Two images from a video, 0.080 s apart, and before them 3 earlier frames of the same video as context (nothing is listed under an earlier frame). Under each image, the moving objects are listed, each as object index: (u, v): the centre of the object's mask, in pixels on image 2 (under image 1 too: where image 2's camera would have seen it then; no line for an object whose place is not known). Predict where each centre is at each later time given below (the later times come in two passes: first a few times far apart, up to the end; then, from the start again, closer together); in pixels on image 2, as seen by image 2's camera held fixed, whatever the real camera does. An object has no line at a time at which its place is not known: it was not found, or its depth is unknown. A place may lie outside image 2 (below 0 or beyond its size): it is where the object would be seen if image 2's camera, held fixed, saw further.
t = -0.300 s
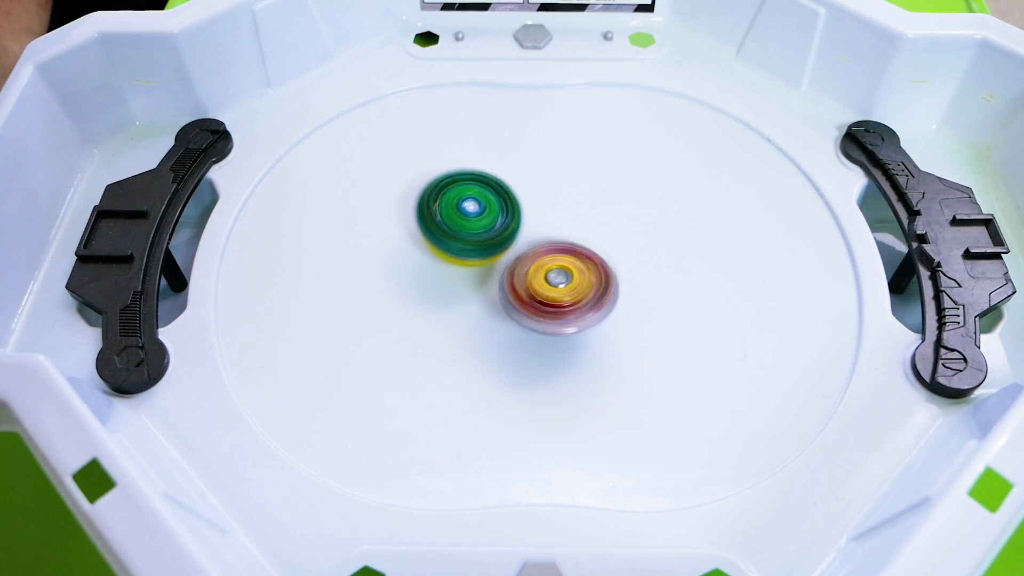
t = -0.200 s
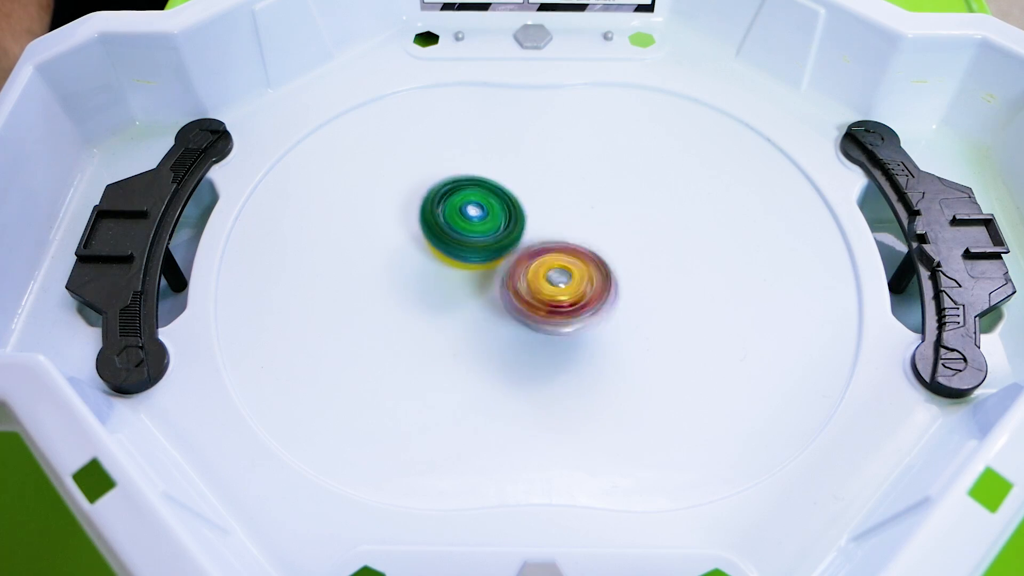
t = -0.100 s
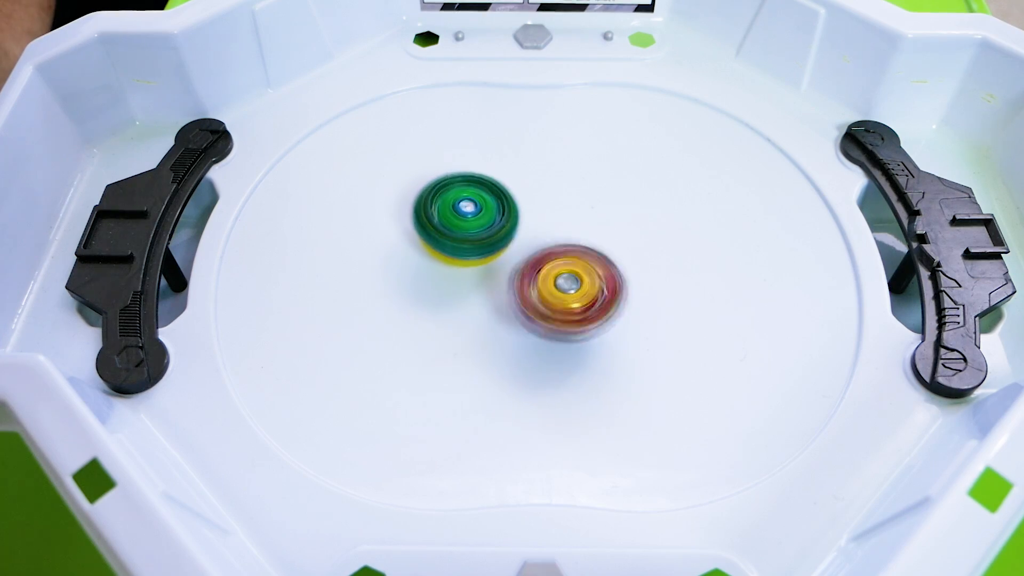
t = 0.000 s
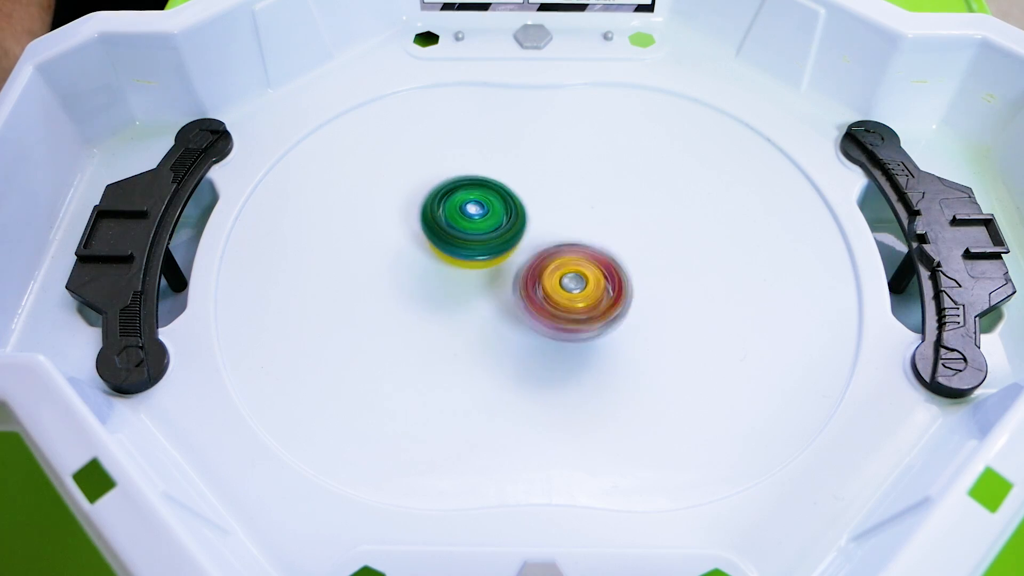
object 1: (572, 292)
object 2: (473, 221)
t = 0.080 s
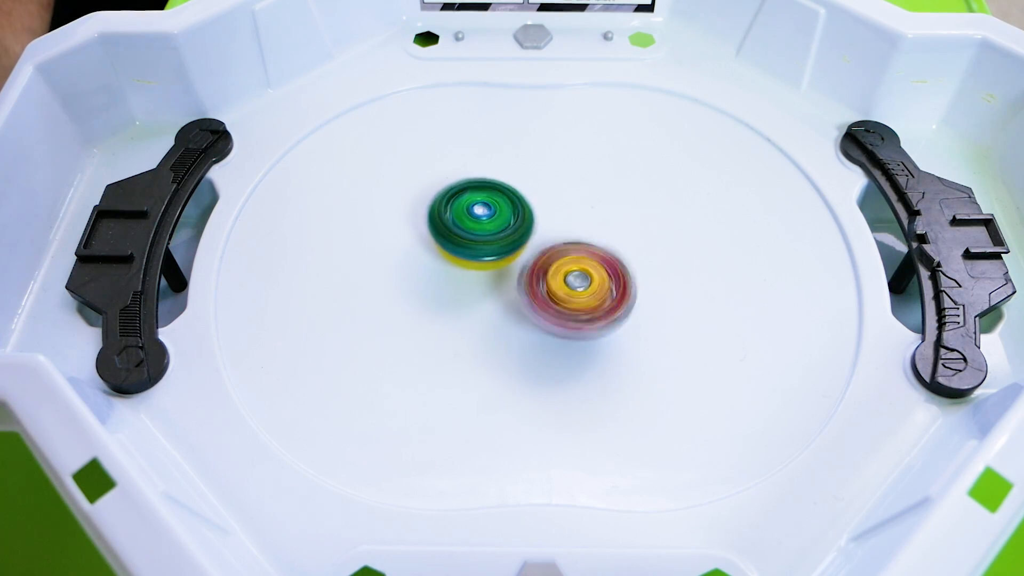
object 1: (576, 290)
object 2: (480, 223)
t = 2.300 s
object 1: (582, 253)
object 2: (447, 228)
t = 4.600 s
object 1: (505, 283)
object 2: (493, 191)
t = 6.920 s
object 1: (566, 311)
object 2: (544, 221)
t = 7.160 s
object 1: (606, 270)
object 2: (504, 222)
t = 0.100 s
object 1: (576, 288)
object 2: (482, 223)
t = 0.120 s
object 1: (578, 287)
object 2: (484, 224)
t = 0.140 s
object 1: (578, 287)
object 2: (486, 224)
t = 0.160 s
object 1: (578, 285)
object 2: (488, 225)
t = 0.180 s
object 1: (583, 286)
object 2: (487, 223)
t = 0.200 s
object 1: (590, 288)
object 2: (482, 220)
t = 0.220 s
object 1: (596, 289)
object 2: (477, 216)
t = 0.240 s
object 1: (603, 293)
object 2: (474, 214)
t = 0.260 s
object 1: (607, 292)
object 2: (473, 213)
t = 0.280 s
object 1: (612, 291)
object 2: (472, 213)
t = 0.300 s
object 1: (616, 293)
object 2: (473, 212)
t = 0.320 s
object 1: (621, 293)
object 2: (473, 212)
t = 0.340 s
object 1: (626, 293)
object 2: (476, 212)
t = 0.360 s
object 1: (629, 293)
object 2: (476, 211)
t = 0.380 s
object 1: (632, 293)
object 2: (479, 211)
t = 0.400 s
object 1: (636, 294)
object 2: (479, 210)
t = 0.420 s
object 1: (637, 294)
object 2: (482, 210)
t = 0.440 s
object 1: (639, 293)
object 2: (482, 209)
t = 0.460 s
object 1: (641, 295)
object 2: (484, 209)
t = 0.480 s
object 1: (642, 294)
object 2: (484, 208)
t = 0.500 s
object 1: (643, 294)
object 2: (485, 208)
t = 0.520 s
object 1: (643, 294)
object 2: (486, 208)
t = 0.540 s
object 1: (645, 293)
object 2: (487, 208)
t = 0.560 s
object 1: (645, 293)
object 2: (488, 207)
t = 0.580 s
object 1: (644, 292)
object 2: (489, 208)
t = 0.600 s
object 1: (644, 291)
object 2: (490, 207)
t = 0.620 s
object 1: (644, 291)
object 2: (490, 208)
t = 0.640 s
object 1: (643, 290)
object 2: (492, 208)
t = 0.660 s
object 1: (642, 288)
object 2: (492, 209)
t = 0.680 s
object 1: (641, 288)
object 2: (494, 209)
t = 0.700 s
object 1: (639, 286)
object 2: (494, 209)
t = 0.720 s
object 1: (638, 284)
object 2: (496, 210)
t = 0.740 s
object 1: (635, 282)
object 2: (496, 210)
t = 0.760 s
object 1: (634, 280)
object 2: (498, 210)
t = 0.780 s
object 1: (631, 278)
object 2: (497, 210)
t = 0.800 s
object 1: (627, 275)
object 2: (499, 211)
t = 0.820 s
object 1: (625, 272)
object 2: (499, 211)
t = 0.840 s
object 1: (623, 270)
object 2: (501, 212)
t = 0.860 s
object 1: (618, 266)
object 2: (501, 212)
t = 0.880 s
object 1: (615, 263)
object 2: (502, 213)
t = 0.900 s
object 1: (613, 260)
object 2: (503, 214)
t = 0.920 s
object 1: (608, 256)
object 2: (504, 215)
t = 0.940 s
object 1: (608, 254)
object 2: (501, 214)
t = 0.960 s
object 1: (615, 255)
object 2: (488, 210)
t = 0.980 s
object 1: (620, 254)
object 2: (476, 208)
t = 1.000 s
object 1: (624, 252)
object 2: (465, 205)
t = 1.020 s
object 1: (627, 249)
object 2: (457, 204)
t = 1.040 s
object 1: (631, 247)
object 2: (450, 203)
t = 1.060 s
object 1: (636, 248)
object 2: (445, 203)
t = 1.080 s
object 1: (638, 246)
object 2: (442, 204)
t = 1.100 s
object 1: (641, 243)
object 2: (441, 205)
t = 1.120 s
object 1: (644, 245)
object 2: (441, 206)
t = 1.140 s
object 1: (646, 244)
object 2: (442, 207)
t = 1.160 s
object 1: (648, 242)
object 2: (443, 208)
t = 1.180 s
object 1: (648, 243)
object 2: (444, 208)
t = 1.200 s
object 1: (650, 241)
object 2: (447, 209)
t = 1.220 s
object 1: (652, 242)
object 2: (448, 210)
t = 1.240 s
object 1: (650, 241)
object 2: (450, 211)
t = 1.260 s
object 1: (651, 240)
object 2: (451, 211)
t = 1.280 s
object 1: (652, 241)
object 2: (452, 212)
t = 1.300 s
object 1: (650, 241)
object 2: (454, 213)
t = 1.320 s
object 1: (650, 240)
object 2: (456, 213)
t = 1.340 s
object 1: (650, 240)
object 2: (458, 215)
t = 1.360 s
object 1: (648, 240)
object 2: (459, 215)
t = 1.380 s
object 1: (647, 240)
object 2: (461, 217)
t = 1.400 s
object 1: (646, 240)
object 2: (463, 217)
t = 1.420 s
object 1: (643, 239)
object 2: (465, 219)
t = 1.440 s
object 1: (641, 239)
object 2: (467, 220)
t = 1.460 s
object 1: (637, 240)
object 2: (469, 220)
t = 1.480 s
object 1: (635, 238)
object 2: (471, 222)
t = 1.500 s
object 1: (632, 238)
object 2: (473, 222)
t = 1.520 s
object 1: (626, 238)
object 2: (476, 223)
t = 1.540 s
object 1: (623, 237)
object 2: (478, 224)
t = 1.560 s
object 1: (620, 237)
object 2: (480, 225)
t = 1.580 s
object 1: (612, 236)
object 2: (483, 225)
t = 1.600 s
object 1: (608, 235)
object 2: (485, 225)
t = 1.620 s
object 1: (605, 235)
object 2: (487, 226)
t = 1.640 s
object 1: (608, 236)
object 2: (480, 224)
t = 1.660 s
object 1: (615, 237)
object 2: (463, 222)
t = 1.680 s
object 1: (623, 241)
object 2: (449, 221)
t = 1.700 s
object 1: (628, 242)
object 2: (436, 221)
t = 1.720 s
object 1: (629, 241)
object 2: (426, 220)
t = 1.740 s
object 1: (634, 240)
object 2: (416, 221)
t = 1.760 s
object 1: (639, 241)
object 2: (409, 221)
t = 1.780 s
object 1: (640, 240)
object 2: (404, 223)
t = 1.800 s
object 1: (644, 244)
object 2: (401, 224)
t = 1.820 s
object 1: (646, 243)
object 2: (400, 225)
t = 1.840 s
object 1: (646, 243)
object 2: (399, 225)
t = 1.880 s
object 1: (651, 247)
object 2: (403, 225)
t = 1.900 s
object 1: (650, 248)
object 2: (405, 224)
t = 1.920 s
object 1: (652, 249)
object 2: (408, 224)
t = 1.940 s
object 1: (652, 250)
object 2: (410, 224)
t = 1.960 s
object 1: (650, 251)
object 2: (413, 224)
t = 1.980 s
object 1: (651, 252)
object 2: (415, 224)
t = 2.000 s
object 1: (649, 254)
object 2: (418, 224)
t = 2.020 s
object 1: (646, 255)
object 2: (420, 224)
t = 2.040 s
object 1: (645, 255)
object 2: (422, 224)
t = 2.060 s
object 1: (642, 256)
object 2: (425, 224)
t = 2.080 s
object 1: (639, 257)
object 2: (426, 224)
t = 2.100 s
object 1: (637, 257)
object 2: (428, 225)
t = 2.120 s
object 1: (630, 258)
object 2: (430, 225)
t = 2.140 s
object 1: (626, 258)
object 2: (431, 225)
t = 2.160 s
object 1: (623, 258)
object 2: (433, 226)
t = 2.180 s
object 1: (617, 258)
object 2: (435, 226)
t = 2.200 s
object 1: (611, 258)
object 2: (436, 226)
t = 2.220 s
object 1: (606, 256)
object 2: (439, 227)
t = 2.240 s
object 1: (600, 256)
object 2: (440, 227)
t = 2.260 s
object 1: (594, 255)
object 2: (443, 228)
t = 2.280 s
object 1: (589, 254)
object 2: (445, 228)
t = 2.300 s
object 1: (582, 253)
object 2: (447, 228)
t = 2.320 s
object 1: (577, 252)
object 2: (449, 228)
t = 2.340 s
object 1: (572, 252)
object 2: (451, 228)
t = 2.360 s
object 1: (567, 253)
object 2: (454, 228)
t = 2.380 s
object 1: (563, 256)
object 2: (455, 228)
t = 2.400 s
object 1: (563, 258)
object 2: (453, 227)
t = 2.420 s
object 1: (569, 265)
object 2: (444, 223)
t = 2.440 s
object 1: (579, 269)
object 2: (434, 220)
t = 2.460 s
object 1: (586, 272)
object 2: (427, 218)
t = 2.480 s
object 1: (587, 274)
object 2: (423, 217)
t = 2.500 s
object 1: (591, 271)
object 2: (420, 216)
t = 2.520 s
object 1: (597, 269)
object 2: (420, 217)
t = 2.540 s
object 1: (604, 270)
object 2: (420, 216)
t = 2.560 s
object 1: (610, 270)
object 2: (420, 215)
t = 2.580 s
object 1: (614, 270)
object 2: (423, 214)
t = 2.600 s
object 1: (620, 272)
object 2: (424, 213)
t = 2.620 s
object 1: (623, 272)
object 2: (425, 212)
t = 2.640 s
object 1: (625, 271)
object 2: (427, 211)
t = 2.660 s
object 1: (632, 273)
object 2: (426, 210)
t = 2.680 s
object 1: (633, 275)
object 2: (427, 210)
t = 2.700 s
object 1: (635, 275)
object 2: (428, 209)
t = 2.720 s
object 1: (639, 275)
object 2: (428, 208)
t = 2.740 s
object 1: (638, 276)
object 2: (430, 208)
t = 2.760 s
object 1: (640, 277)
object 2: (430, 207)
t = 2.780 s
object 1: (642, 278)
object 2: (430, 207)
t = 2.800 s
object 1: (641, 279)
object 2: (432, 207)
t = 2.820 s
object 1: (641, 279)
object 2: (432, 206)
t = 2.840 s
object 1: (642, 279)
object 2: (432, 206)
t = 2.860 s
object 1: (642, 280)
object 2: (434, 206)
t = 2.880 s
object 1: (639, 280)
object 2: (434, 206)
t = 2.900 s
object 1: (638, 279)
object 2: (435, 206)
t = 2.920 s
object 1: (638, 279)
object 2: (436, 206)
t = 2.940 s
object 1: (634, 279)
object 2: (436, 206)
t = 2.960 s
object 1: (633, 278)
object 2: (438, 206)
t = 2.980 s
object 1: (631, 278)
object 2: (439, 206)
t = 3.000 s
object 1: (625, 277)
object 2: (439, 206)
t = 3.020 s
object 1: (623, 275)
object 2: (442, 206)
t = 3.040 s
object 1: (621, 274)
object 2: (443, 205)
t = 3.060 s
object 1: (617, 273)
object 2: (444, 206)
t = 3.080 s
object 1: (612, 270)
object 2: (446, 205)
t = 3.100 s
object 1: (607, 268)
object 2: (446, 205)
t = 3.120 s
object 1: (605, 266)
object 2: (448, 205)
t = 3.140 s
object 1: (600, 263)
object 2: (450, 205)
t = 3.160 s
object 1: (595, 260)
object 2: (450, 205)
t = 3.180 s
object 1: (593, 257)
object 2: (453, 205)
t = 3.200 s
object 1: (588, 255)
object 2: (454, 204)
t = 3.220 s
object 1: (584, 250)
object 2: (455, 204)
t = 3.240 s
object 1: (581, 248)
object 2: (457, 203)
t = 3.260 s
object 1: (578, 246)
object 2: (458, 202)
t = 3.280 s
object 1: (578, 245)
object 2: (459, 202)
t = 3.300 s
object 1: (577, 244)
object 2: (461, 202)
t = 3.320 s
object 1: (578, 244)
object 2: (462, 201)
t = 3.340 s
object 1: (577, 242)
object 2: (463, 201)
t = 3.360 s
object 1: (578, 240)
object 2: (465, 199)
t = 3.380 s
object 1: (581, 239)
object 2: (465, 199)
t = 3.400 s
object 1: (580, 237)
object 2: (467, 199)
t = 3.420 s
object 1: (580, 233)
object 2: (469, 197)
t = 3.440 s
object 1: (580, 227)
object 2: (469, 197)
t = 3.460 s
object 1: (580, 222)
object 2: (471, 196)
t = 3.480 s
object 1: (583, 218)
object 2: (471, 195)
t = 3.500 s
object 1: (585, 215)
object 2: (472, 195)
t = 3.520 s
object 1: (586, 213)
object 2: (474, 194)
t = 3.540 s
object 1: (586, 209)
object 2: (474, 194)
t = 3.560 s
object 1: (587, 204)
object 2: (475, 194)
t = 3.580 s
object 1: (589, 203)
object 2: (477, 193)
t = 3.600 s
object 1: (591, 201)
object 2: (476, 192)
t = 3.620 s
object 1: (591, 199)
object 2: (478, 193)
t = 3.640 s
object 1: (596, 200)
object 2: (477, 192)
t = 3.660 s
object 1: (598, 199)
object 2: (476, 192)
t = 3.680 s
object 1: (601, 198)
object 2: (477, 193)
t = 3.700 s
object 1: (603, 195)
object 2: (477, 193)
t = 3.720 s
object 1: (607, 196)
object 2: (478, 194)
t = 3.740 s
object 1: (610, 197)
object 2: (480, 194)
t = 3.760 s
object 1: (613, 195)
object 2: (480, 193)
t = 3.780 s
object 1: (616, 198)
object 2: (480, 194)
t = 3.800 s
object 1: (615, 199)
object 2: (482, 194)
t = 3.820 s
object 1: (617, 201)
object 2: (481, 194)
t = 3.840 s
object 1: (620, 202)
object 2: (482, 195)
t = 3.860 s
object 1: (621, 205)
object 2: (483, 196)
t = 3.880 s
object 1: (623, 207)
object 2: (483, 196)
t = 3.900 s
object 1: (622, 209)
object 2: (484, 197)
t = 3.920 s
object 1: (623, 213)
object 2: (486, 197)
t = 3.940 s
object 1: (621, 216)
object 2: (486, 198)
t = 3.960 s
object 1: (620, 218)
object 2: (488, 199)
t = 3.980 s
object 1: (620, 221)
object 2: (489, 199)
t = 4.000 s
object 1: (617, 225)
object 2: (489, 200)
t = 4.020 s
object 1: (615, 228)
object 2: (491, 200)
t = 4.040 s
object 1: (612, 231)
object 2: (492, 200)
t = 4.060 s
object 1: (610, 233)
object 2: (492, 201)
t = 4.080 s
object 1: (605, 236)
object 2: (495, 201)
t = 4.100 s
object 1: (602, 240)
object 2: (496, 201)
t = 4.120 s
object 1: (598, 244)
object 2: (495, 201)
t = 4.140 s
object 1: (594, 252)
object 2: (492, 198)
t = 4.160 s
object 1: (591, 256)
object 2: (489, 196)
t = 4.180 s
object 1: (585, 260)
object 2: (488, 196)
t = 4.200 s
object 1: (584, 261)
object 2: (489, 196)
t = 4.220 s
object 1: (581, 264)
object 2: (489, 197)
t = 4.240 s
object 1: (581, 265)
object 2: (491, 197)
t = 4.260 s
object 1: (578, 268)
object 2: (493, 197)
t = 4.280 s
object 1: (573, 270)
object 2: (494, 197)
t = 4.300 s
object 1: (565, 272)
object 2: (496, 197)
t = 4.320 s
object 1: (556, 274)
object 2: (497, 196)
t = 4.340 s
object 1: (550, 276)
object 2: (497, 196)
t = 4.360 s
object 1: (544, 276)
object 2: (499, 196)
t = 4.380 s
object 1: (541, 277)
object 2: (499, 195)
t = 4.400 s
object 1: (540, 279)
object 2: (496, 193)
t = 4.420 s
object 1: (538, 283)
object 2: (493, 189)
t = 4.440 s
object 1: (528, 287)
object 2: (490, 187)
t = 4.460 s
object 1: (523, 288)
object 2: (487, 187)
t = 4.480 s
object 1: (518, 288)
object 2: (488, 188)
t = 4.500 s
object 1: (516, 286)
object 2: (488, 189)
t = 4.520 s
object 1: (514, 287)
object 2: (487, 189)
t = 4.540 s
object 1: (512, 286)
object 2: (490, 190)
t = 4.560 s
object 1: (509, 286)
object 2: (491, 190)
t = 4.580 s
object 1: (507, 284)
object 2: (490, 191)
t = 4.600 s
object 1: (505, 283)
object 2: (493, 191)
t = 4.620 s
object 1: (504, 288)
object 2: (492, 187)
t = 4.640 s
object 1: (506, 296)
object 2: (490, 177)
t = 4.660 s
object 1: (504, 304)
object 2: (489, 170)
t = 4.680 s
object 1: (504, 307)
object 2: (488, 164)
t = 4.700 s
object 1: (501, 309)
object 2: (487, 159)
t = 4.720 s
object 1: (503, 309)
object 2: (487, 157)
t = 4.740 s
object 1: (503, 311)
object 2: (486, 156)
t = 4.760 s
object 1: (506, 314)
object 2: (484, 156)
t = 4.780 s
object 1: (503, 317)
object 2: (484, 158)
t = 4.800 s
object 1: (504, 317)
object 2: (486, 161)
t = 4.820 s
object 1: (500, 318)
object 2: (486, 163)
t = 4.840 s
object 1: (501, 317)
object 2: (487, 165)
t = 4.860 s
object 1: (500, 315)
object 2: (490, 168)
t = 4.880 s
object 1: (503, 314)
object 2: (491, 169)
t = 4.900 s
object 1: (502, 315)
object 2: (493, 171)
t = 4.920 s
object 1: (503, 315)
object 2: (495, 173)
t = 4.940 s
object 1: (500, 313)
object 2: (497, 175)
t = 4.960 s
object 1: (500, 310)
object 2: (498, 176)
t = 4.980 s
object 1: (501, 306)
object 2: (499, 178)
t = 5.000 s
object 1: (503, 306)
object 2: (501, 179)
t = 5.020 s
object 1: (504, 303)
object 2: (503, 180)
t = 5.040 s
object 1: (505, 300)
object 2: (505, 181)
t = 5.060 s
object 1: (505, 296)
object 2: (508, 183)
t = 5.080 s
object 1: (506, 294)
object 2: (511, 184)
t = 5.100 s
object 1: (508, 288)
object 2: (513, 186)
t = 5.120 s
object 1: (511, 286)
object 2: (516, 187)
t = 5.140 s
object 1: (515, 283)
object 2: (519, 189)
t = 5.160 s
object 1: (517, 283)
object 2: (522, 189)
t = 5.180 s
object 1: (517, 279)
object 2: (525, 189)
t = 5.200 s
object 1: (517, 276)
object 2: (529, 189)
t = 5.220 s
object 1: (510, 284)
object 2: (531, 186)
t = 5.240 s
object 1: (503, 292)
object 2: (536, 177)
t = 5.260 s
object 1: (498, 297)
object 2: (541, 167)
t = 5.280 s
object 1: (496, 298)
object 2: (545, 161)
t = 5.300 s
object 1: (497, 299)
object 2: (549, 155)
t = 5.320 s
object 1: (498, 300)
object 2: (552, 150)
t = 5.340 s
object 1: (500, 301)
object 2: (557, 146)
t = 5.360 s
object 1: (500, 302)
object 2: (561, 142)
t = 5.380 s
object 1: (502, 303)
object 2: (564, 138)
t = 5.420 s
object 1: (502, 302)
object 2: (569, 132)
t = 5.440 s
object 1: (504, 302)
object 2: (571, 129)
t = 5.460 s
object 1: (505, 301)
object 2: (573, 127)
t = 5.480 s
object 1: (505, 301)
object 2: (573, 127)
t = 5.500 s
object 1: (507, 301)
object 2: (574, 127)
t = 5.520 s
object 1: (507, 300)
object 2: (574, 128)
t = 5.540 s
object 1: (508, 301)
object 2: (575, 130)
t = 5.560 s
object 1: (509, 302)
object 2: (578, 133)
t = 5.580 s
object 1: (509, 301)
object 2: (581, 135)
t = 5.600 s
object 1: (510, 304)
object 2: (583, 138)
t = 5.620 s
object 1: (511, 304)
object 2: (585, 142)
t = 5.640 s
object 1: (512, 303)
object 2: (586, 147)
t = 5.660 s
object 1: (514, 300)
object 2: (587, 151)
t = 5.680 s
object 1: (516, 299)
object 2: (586, 155)
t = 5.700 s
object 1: (518, 298)
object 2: (584, 161)
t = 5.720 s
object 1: (518, 297)
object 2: (584, 168)
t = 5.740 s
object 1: (521, 299)
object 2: (584, 175)
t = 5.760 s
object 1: (520, 302)
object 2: (584, 182)
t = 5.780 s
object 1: (517, 304)
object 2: (585, 191)
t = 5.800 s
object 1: (519, 306)
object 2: (587, 199)
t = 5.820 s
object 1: (520, 307)
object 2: (588, 206)
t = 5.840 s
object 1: (520, 305)
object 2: (589, 213)
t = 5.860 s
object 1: (521, 306)
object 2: (592, 220)
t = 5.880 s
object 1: (521, 306)
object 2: (596, 227)
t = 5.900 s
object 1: (524, 306)
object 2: (599, 233)
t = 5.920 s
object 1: (526, 306)
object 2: (602, 239)
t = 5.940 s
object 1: (527, 308)
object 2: (607, 243)
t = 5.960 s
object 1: (529, 309)
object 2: (616, 244)
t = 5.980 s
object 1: (531, 306)
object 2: (623, 244)
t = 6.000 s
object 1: (530, 301)
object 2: (630, 247)
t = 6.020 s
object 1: (526, 301)
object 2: (635, 248)
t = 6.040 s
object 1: (524, 300)
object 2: (641, 247)
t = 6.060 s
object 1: (523, 299)
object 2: (646, 247)
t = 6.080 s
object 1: (521, 297)
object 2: (651, 248)
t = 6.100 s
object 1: (521, 296)
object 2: (656, 247)
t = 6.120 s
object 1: (524, 292)
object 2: (661, 246)
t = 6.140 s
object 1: (526, 289)
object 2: (667, 244)
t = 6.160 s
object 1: (526, 288)
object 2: (672, 242)
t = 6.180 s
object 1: (527, 286)
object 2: (677, 239)
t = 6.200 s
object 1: (527, 286)
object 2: (681, 236)
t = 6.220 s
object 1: (528, 286)
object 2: (684, 233)
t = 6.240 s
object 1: (530, 288)
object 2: (686, 231)
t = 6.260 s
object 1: (530, 289)
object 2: (688, 228)
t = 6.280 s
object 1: (530, 289)
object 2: (687, 226)
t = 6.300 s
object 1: (529, 289)
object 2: (686, 223)
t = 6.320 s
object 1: (529, 288)
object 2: (685, 221)
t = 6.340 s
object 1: (530, 288)
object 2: (684, 220)
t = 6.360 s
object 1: (530, 288)
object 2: (681, 218)
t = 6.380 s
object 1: (532, 288)
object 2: (678, 217)
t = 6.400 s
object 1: (533, 287)
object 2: (675, 215)
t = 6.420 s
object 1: (536, 286)
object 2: (672, 214)
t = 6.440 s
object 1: (539, 285)
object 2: (667, 212)
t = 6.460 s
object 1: (540, 282)
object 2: (661, 212)
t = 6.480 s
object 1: (542, 279)
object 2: (655, 213)
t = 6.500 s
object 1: (544, 277)
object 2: (649, 213)
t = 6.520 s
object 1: (546, 276)
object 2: (642, 212)
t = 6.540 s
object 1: (548, 275)
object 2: (634, 214)
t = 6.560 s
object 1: (548, 277)
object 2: (629, 214)
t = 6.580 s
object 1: (548, 280)
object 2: (623, 214)
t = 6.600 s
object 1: (547, 283)
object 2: (619, 213)
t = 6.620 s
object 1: (546, 284)
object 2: (611, 211)
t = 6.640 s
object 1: (541, 289)
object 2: (603, 212)
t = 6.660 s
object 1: (538, 291)
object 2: (599, 211)
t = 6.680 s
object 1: (535, 292)
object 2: (594, 211)
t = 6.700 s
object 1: (533, 291)
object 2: (587, 212)
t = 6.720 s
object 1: (533, 291)
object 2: (582, 212)
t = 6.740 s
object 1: (533, 293)
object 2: (577, 215)
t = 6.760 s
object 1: (534, 300)
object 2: (572, 215)
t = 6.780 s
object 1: (535, 305)
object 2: (567, 217)
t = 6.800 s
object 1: (537, 308)
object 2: (563, 217)
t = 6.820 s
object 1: (540, 308)
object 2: (560, 217)
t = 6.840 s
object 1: (544, 310)
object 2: (555, 218)
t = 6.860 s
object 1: (548, 311)
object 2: (553, 218)
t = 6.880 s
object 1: (554, 312)
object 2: (549, 219)
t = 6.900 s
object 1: (561, 312)
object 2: (547, 220)
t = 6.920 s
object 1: (566, 311)
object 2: (544, 221)
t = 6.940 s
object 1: (572, 309)
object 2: (544, 222)
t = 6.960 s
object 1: (578, 309)
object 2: (540, 223)
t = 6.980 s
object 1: (587, 309)
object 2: (536, 224)
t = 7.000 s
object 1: (594, 307)
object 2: (533, 224)
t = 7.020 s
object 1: (599, 303)
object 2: (529, 225)
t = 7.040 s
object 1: (602, 297)
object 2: (527, 224)
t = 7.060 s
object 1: (603, 292)
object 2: (525, 224)
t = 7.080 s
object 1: (604, 287)
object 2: (522, 223)
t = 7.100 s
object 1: (603, 283)
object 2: (520, 223)
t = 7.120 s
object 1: (602, 279)
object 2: (517, 222)
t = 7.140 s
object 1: (605, 274)
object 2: (510, 222)
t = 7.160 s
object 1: (606, 270)
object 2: (504, 222)
